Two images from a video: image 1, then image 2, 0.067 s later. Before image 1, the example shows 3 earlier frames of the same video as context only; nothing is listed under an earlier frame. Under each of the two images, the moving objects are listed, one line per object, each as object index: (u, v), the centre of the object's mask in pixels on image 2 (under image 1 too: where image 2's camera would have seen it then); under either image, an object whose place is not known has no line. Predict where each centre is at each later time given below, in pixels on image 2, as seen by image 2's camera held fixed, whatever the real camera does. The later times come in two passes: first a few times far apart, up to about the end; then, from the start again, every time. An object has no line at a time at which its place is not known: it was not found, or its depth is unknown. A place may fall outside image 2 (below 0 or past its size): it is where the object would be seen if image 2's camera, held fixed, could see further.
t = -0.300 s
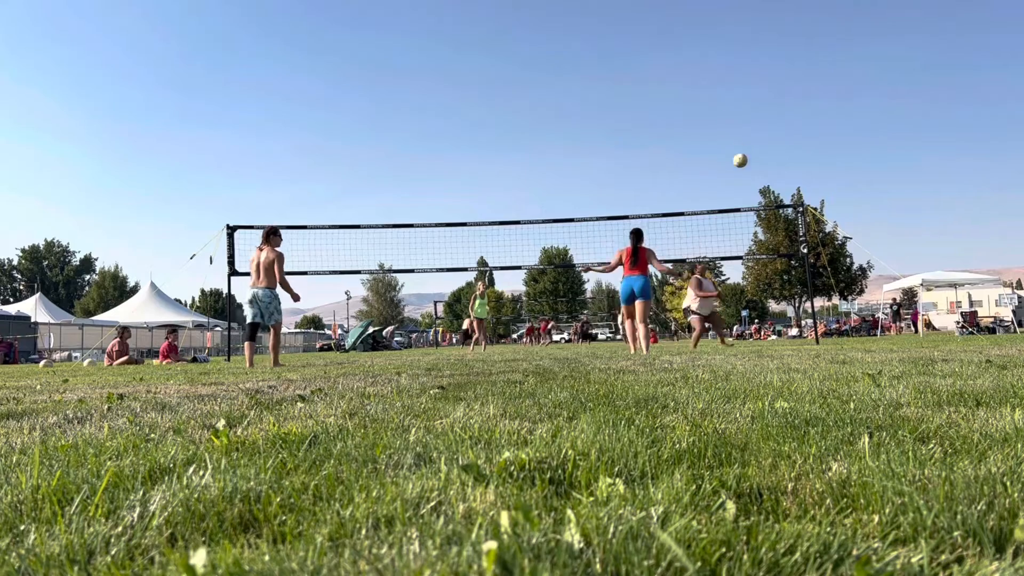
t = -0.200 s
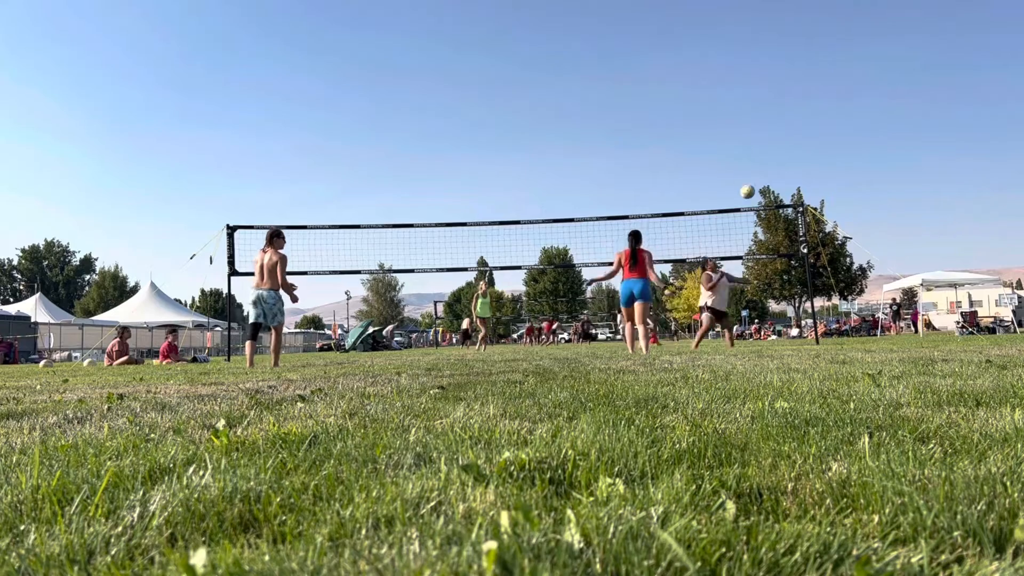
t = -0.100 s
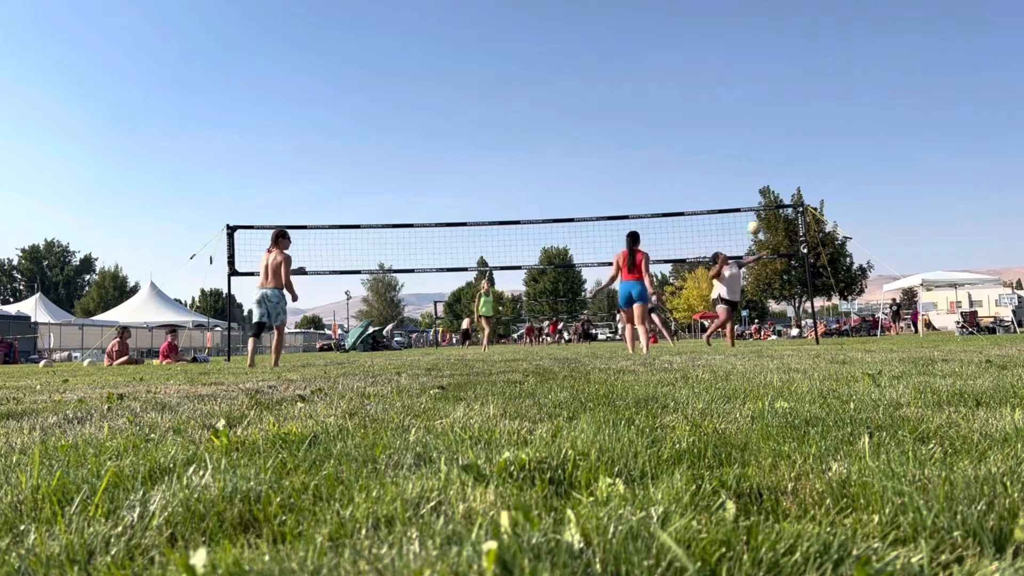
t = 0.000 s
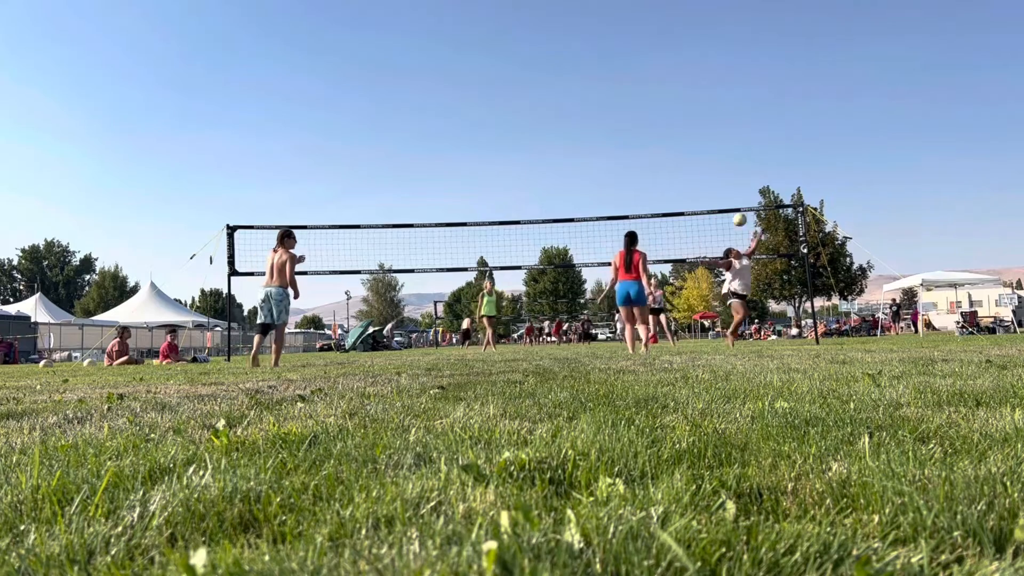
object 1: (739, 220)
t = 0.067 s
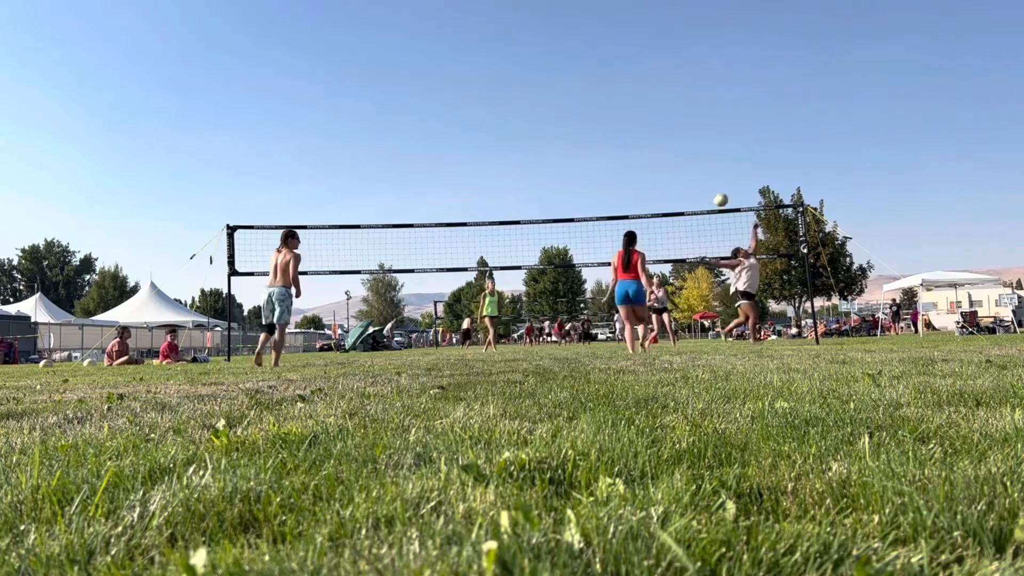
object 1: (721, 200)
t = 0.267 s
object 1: (670, 160)
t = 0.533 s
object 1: (609, 144)
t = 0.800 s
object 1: (555, 167)
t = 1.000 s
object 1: (519, 205)
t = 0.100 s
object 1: (712, 191)
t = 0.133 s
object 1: (703, 183)
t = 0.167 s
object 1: (694, 177)
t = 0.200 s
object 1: (686, 170)
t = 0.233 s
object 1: (678, 165)
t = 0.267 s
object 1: (670, 160)
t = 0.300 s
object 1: (662, 156)
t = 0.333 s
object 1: (654, 152)
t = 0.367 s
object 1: (646, 149)
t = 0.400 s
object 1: (638, 147)
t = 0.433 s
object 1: (631, 146)
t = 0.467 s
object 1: (623, 144)
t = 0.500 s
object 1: (616, 144)
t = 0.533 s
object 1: (609, 144)
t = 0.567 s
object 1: (602, 145)
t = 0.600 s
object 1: (595, 147)
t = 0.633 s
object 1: (588, 149)
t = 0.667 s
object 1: (581, 151)
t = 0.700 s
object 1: (574, 154)
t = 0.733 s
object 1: (568, 158)
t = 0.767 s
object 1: (561, 162)
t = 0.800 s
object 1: (555, 167)
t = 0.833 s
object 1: (549, 172)
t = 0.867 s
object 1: (543, 178)
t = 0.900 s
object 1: (537, 184)
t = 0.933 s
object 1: (531, 191)
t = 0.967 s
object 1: (525, 198)
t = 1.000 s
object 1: (519, 205)
